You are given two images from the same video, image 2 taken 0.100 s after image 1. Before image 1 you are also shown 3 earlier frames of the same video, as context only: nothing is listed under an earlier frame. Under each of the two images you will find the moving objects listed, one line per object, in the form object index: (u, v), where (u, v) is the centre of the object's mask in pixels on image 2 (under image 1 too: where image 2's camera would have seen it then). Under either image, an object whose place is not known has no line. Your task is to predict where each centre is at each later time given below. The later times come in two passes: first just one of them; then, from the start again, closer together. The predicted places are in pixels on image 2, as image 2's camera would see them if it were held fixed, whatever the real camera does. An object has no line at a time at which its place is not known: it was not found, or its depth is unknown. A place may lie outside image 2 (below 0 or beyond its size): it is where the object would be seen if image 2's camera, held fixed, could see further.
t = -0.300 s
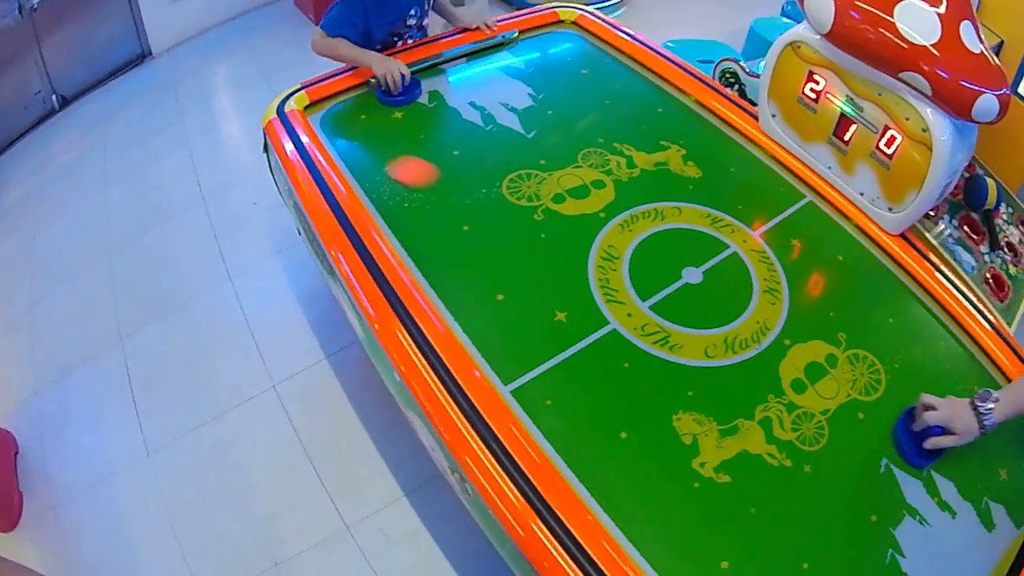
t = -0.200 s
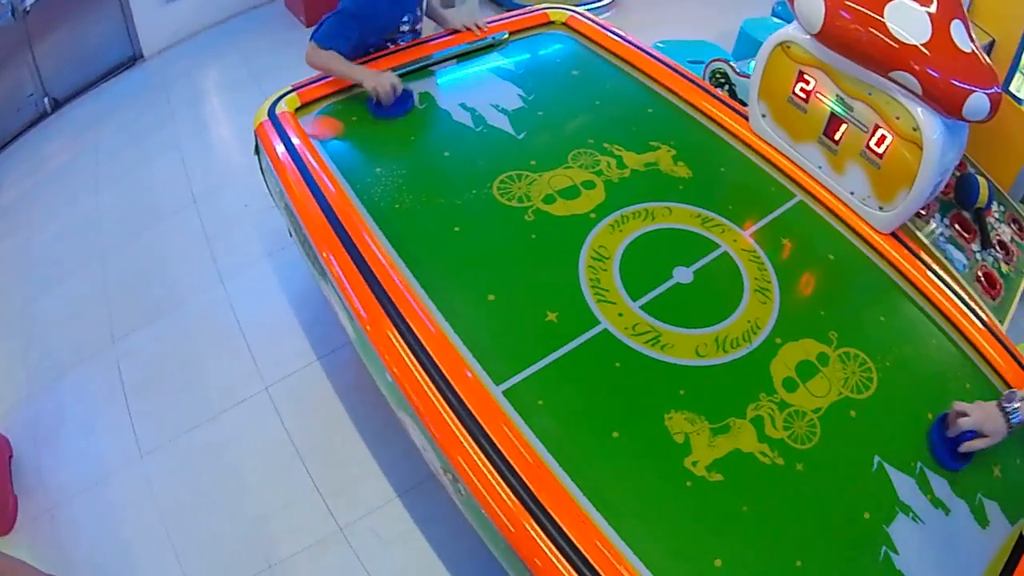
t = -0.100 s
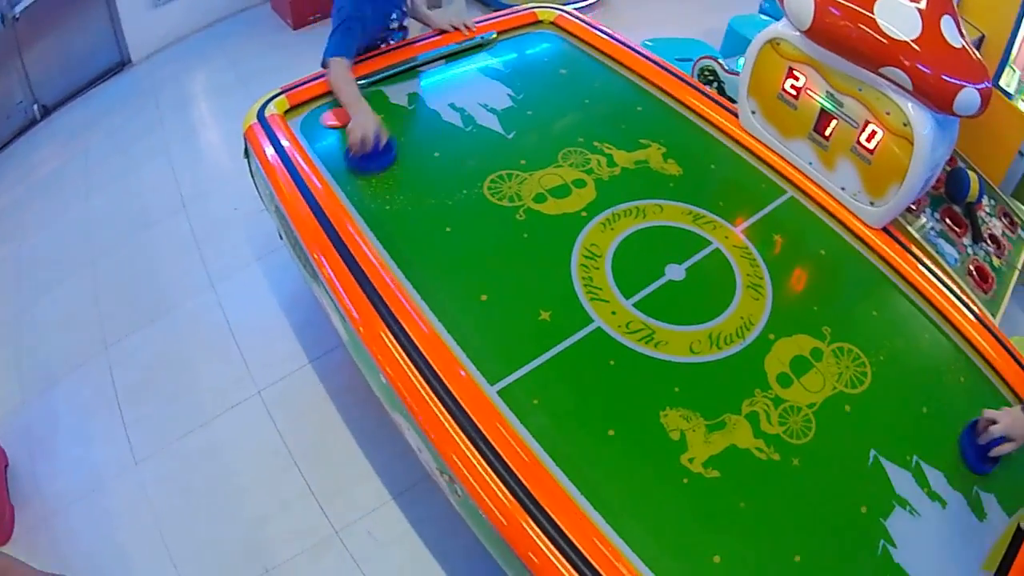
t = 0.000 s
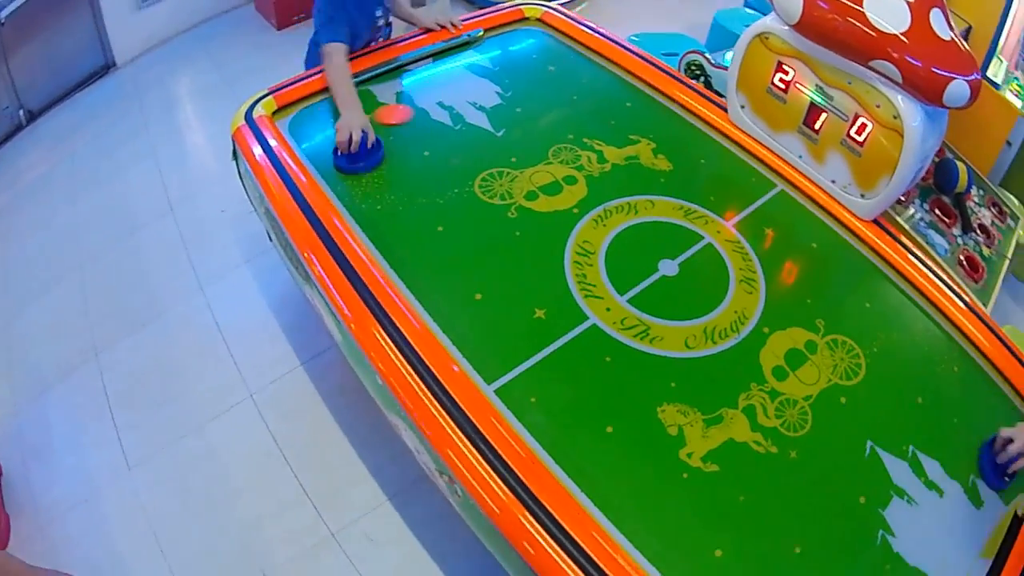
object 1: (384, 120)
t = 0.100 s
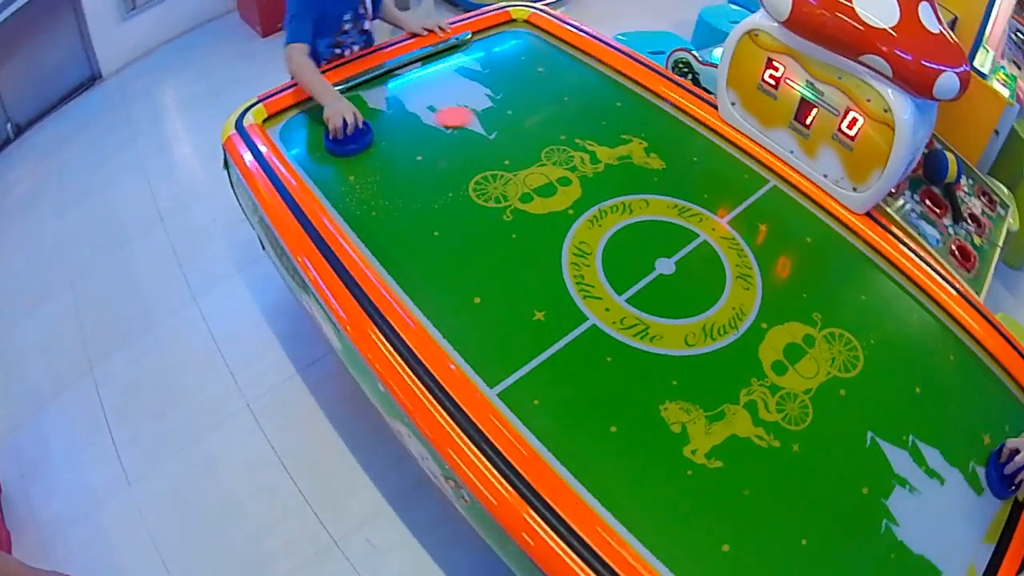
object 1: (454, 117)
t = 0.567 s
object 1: (691, 147)
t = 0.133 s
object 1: (478, 116)
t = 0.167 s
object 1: (500, 116)
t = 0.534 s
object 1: (690, 138)
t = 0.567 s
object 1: (691, 147)
